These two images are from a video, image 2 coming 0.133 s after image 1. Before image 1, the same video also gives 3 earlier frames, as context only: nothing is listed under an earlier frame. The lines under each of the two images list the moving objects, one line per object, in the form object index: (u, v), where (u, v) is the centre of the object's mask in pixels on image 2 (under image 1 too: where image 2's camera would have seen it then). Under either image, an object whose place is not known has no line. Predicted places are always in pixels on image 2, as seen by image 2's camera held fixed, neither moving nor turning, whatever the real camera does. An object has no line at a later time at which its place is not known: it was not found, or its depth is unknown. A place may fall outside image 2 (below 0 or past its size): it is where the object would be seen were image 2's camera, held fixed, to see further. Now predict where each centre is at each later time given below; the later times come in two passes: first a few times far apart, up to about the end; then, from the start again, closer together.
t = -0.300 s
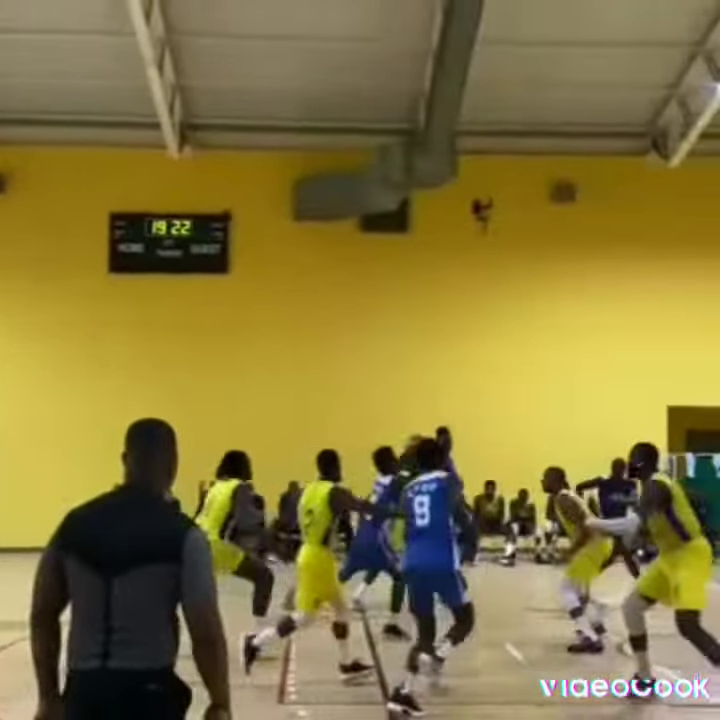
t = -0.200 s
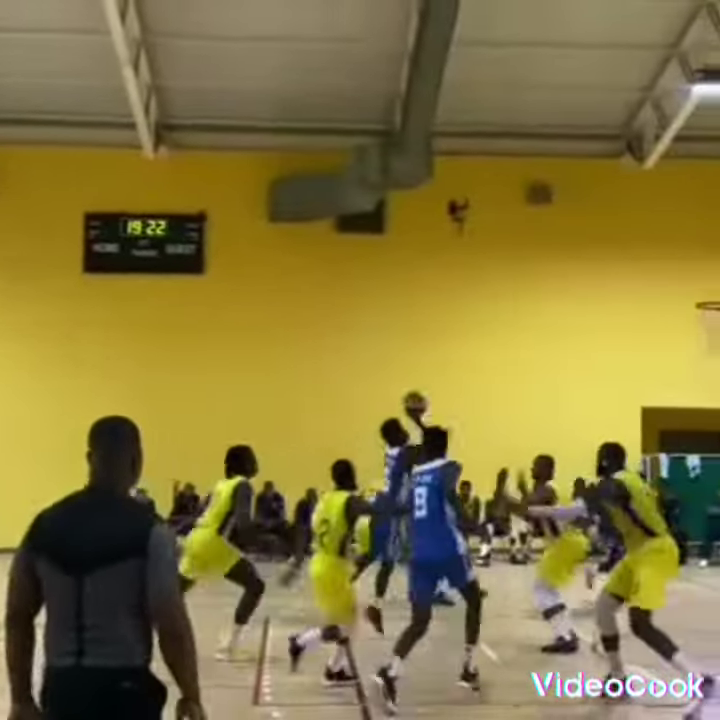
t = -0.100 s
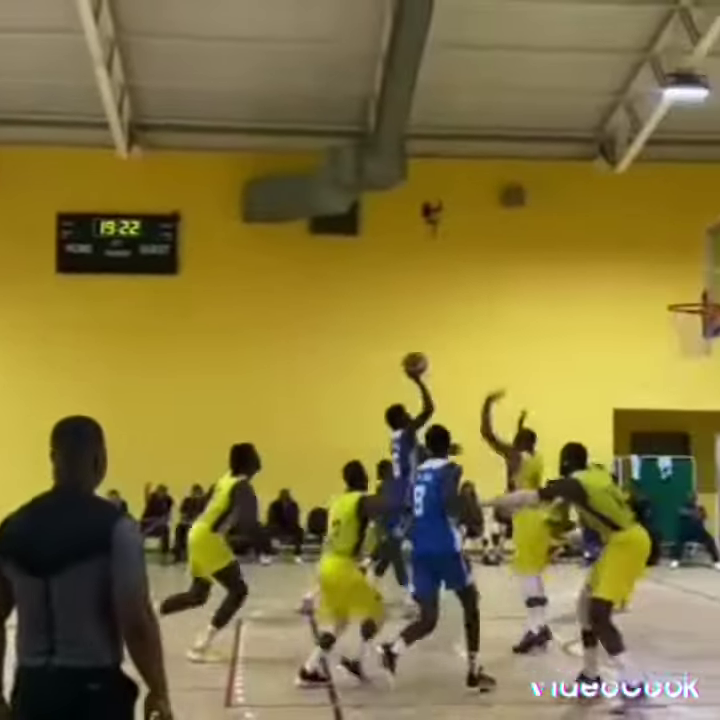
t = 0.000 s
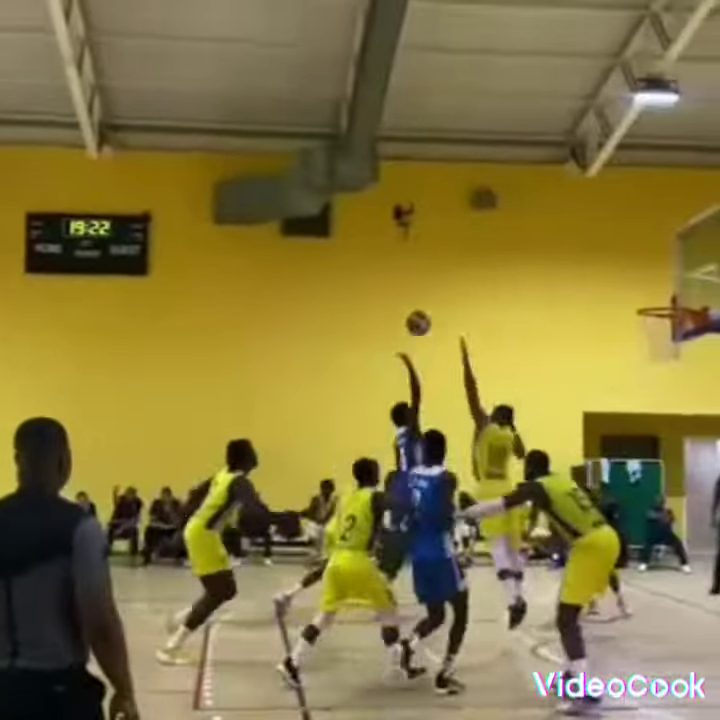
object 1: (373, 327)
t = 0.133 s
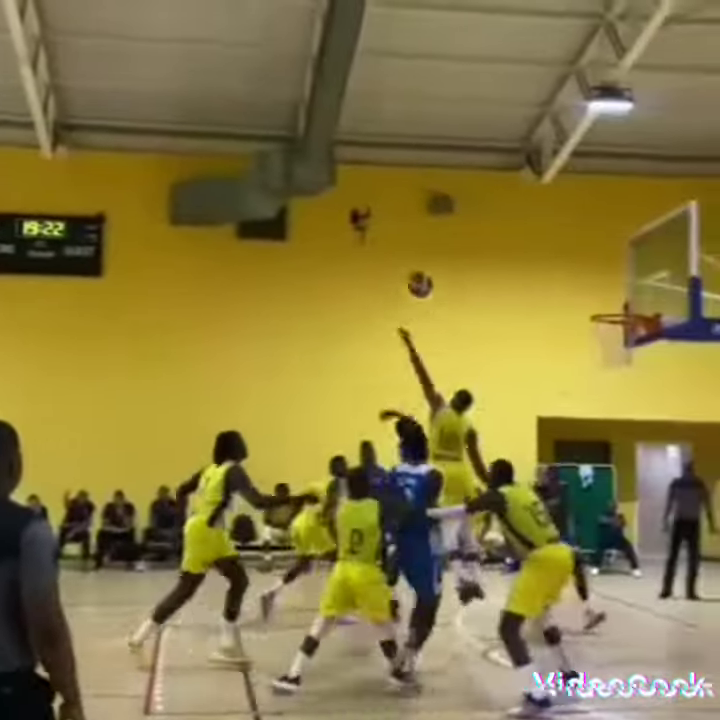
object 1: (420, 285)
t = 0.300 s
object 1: (476, 258)
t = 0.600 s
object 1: (576, 280)
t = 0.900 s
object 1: (626, 374)
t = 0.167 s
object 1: (431, 276)
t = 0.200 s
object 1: (443, 269)
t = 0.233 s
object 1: (454, 264)
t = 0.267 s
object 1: (465, 261)
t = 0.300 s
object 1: (476, 258)
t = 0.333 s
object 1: (488, 256)
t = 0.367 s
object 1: (499, 255)
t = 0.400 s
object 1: (510, 256)
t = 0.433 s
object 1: (521, 256)
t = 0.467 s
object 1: (532, 258)
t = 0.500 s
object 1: (544, 261)
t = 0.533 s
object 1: (554, 266)
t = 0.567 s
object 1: (565, 273)
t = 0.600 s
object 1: (576, 280)
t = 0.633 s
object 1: (587, 288)
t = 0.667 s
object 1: (598, 298)
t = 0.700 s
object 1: (611, 308)
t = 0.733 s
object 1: (622, 318)
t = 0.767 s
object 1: (625, 326)
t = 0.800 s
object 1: (625, 337)
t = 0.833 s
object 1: (625, 352)
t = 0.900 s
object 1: (626, 374)
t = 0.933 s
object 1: (626, 387)
